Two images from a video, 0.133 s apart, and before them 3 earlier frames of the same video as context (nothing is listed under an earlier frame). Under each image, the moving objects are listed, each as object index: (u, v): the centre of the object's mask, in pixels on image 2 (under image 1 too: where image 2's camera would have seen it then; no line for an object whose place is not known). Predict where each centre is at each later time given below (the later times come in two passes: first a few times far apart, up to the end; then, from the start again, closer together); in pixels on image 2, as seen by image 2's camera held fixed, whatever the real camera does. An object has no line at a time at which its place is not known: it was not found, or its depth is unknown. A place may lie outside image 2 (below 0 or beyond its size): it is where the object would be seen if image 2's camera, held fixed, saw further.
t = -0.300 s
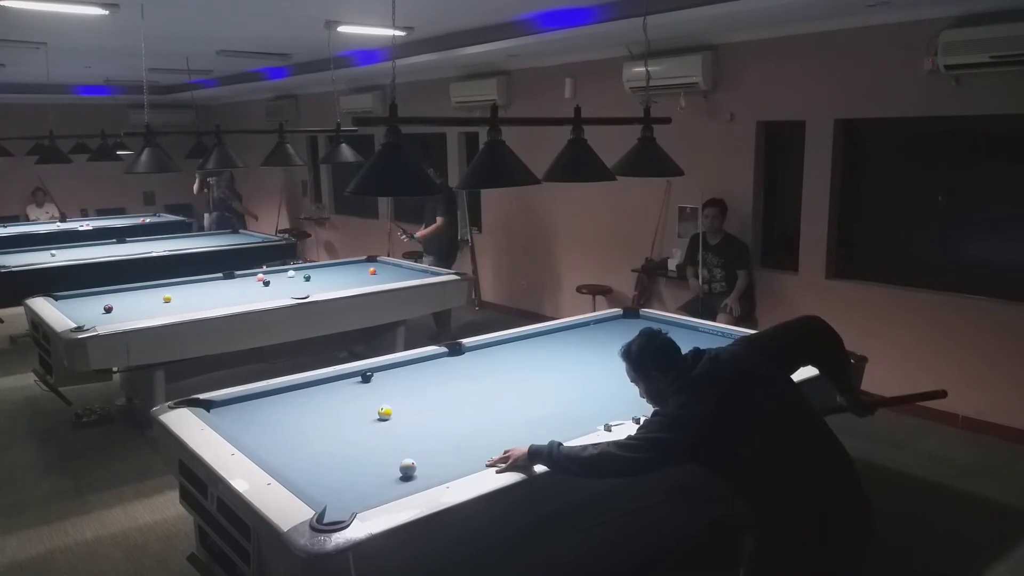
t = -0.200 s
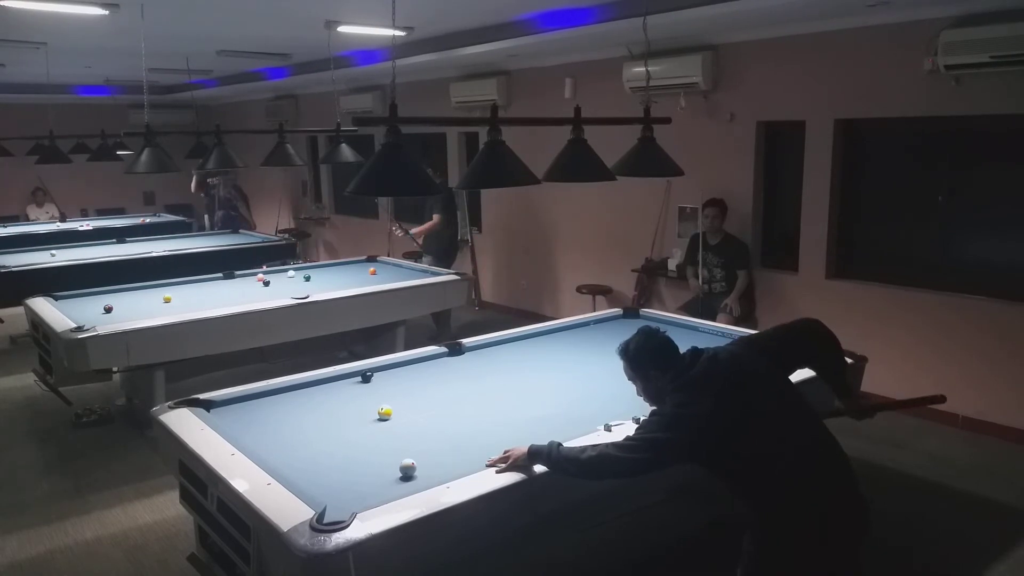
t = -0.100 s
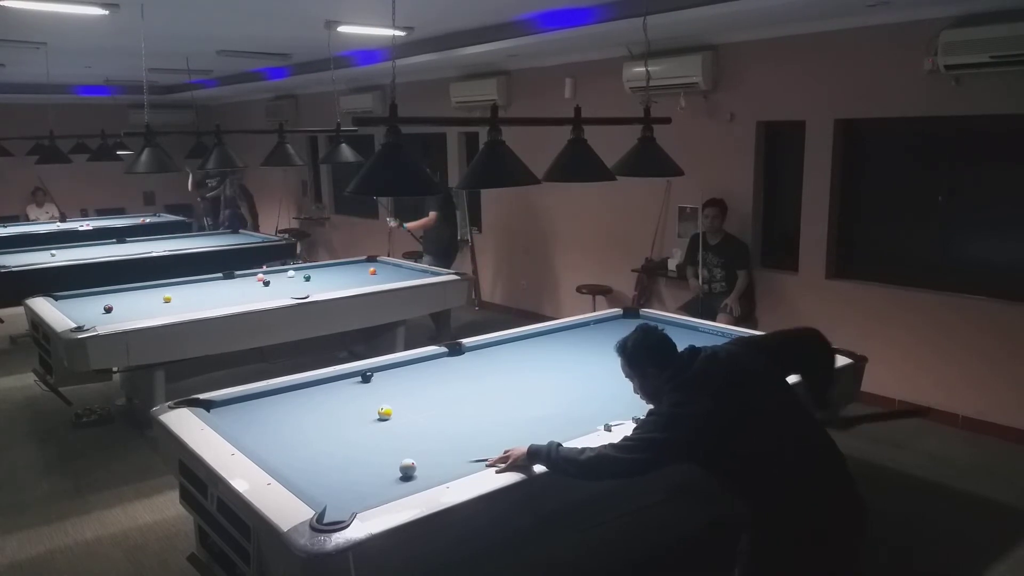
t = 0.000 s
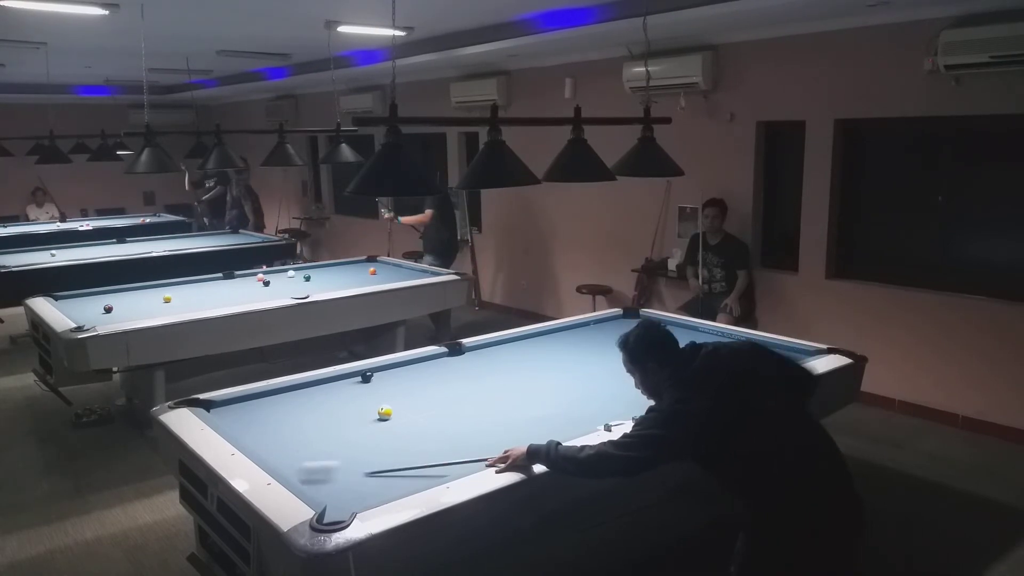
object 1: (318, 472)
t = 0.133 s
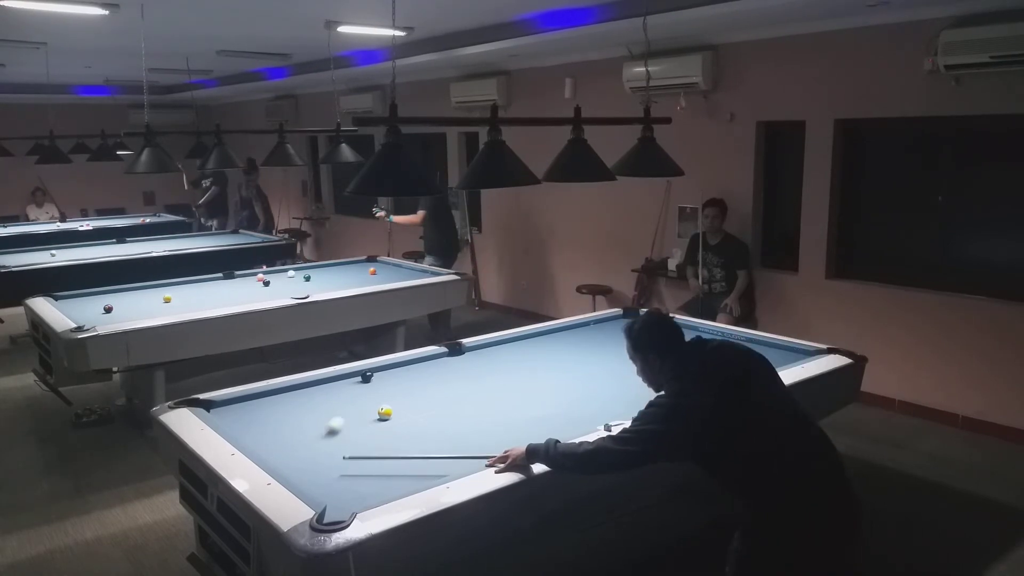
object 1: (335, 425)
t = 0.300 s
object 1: (380, 382)
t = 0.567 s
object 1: (487, 360)
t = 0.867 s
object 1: (623, 350)
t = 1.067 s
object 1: (703, 343)
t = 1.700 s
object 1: (705, 369)
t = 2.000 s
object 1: (621, 373)
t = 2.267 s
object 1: (547, 376)
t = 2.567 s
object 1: (464, 380)
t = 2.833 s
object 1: (391, 384)
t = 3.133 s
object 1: (307, 388)
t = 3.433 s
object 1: (268, 400)
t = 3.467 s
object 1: (265, 402)
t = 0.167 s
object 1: (346, 416)
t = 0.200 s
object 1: (356, 406)
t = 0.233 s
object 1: (365, 397)
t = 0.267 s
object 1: (373, 389)
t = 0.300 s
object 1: (380, 382)
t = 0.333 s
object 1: (387, 375)
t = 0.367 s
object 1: (393, 369)
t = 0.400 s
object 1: (402, 365)
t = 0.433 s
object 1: (420, 364)
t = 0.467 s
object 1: (438, 363)
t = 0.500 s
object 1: (454, 362)
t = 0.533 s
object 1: (470, 361)
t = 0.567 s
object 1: (487, 360)
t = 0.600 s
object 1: (503, 358)
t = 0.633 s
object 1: (518, 357)
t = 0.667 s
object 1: (533, 356)
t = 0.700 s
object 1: (549, 355)
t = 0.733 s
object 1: (564, 354)
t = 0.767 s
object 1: (579, 353)
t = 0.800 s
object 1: (594, 352)
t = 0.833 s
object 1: (608, 351)
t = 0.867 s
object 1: (623, 350)
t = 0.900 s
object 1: (638, 349)
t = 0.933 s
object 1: (652, 348)
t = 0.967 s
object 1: (666, 347)
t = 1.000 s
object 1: (680, 346)
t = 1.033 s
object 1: (694, 345)
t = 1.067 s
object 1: (703, 343)
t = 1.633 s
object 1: (719, 368)
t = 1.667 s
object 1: (714, 369)
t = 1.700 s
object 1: (705, 369)
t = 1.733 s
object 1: (696, 370)
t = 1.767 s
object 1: (686, 370)
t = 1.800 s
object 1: (677, 371)
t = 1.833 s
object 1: (668, 371)
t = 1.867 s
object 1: (658, 371)
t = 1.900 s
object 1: (649, 372)
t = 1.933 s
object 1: (639, 372)
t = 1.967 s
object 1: (630, 373)
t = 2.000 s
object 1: (621, 373)
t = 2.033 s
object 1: (612, 373)
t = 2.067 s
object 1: (603, 374)
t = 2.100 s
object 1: (593, 374)
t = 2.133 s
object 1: (584, 374)
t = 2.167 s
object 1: (574, 375)
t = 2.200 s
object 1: (565, 375)
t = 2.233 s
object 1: (556, 376)
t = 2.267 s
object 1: (547, 376)
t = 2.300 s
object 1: (537, 377)
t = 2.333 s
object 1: (528, 377)
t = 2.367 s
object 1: (519, 377)
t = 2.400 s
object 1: (510, 378)
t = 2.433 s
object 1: (501, 378)
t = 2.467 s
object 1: (492, 379)
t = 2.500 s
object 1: (483, 379)
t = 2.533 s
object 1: (473, 380)
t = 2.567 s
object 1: (464, 380)
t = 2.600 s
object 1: (455, 380)
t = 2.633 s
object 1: (446, 381)
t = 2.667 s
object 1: (437, 381)
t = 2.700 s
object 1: (428, 382)
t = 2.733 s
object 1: (419, 382)
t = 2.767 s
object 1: (409, 383)
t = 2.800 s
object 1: (400, 383)
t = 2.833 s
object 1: (391, 384)
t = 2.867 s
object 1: (381, 384)
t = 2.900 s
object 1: (372, 384)
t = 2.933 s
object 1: (362, 385)
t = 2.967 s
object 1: (353, 385)
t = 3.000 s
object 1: (344, 386)
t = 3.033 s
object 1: (335, 387)
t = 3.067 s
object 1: (325, 387)
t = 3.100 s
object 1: (316, 388)
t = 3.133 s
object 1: (307, 388)
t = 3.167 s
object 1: (297, 388)
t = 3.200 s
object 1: (290, 389)
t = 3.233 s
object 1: (287, 391)
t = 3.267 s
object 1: (284, 393)
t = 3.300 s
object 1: (281, 393)
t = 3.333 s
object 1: (278, 396)
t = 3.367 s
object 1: (275, 397)
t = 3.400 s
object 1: (271, 399)
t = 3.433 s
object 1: (268, 400)
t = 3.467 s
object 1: (265, 402)
